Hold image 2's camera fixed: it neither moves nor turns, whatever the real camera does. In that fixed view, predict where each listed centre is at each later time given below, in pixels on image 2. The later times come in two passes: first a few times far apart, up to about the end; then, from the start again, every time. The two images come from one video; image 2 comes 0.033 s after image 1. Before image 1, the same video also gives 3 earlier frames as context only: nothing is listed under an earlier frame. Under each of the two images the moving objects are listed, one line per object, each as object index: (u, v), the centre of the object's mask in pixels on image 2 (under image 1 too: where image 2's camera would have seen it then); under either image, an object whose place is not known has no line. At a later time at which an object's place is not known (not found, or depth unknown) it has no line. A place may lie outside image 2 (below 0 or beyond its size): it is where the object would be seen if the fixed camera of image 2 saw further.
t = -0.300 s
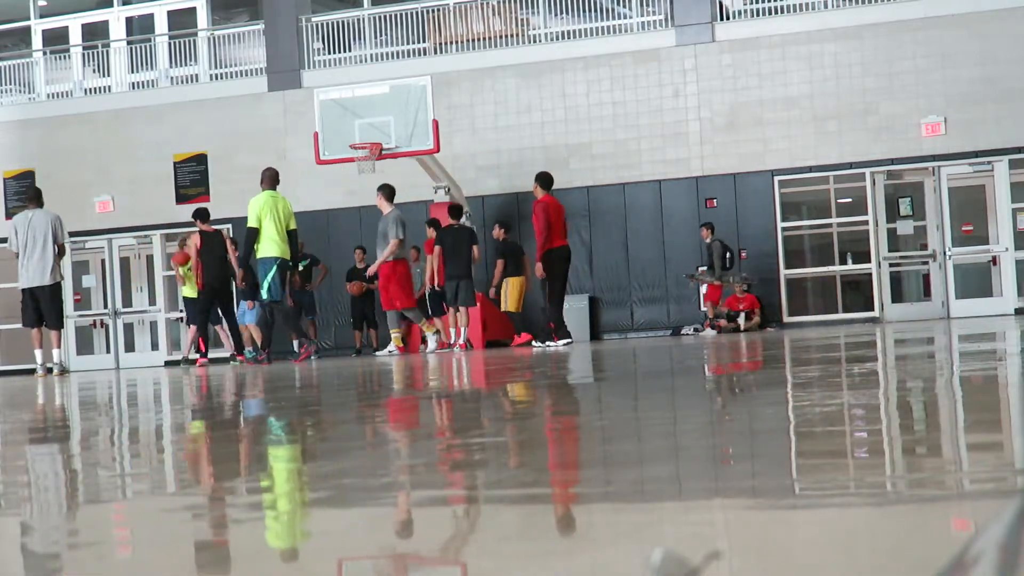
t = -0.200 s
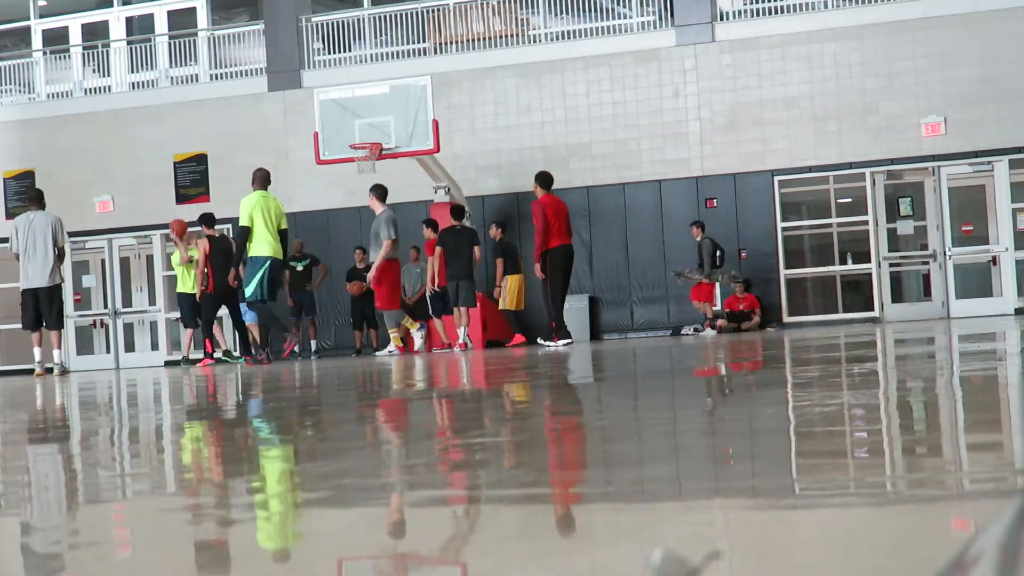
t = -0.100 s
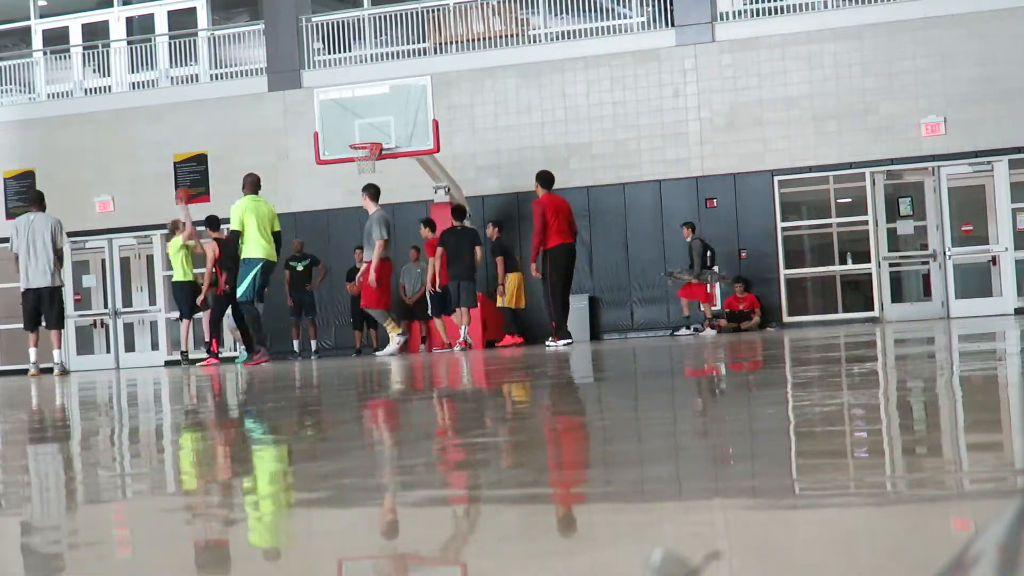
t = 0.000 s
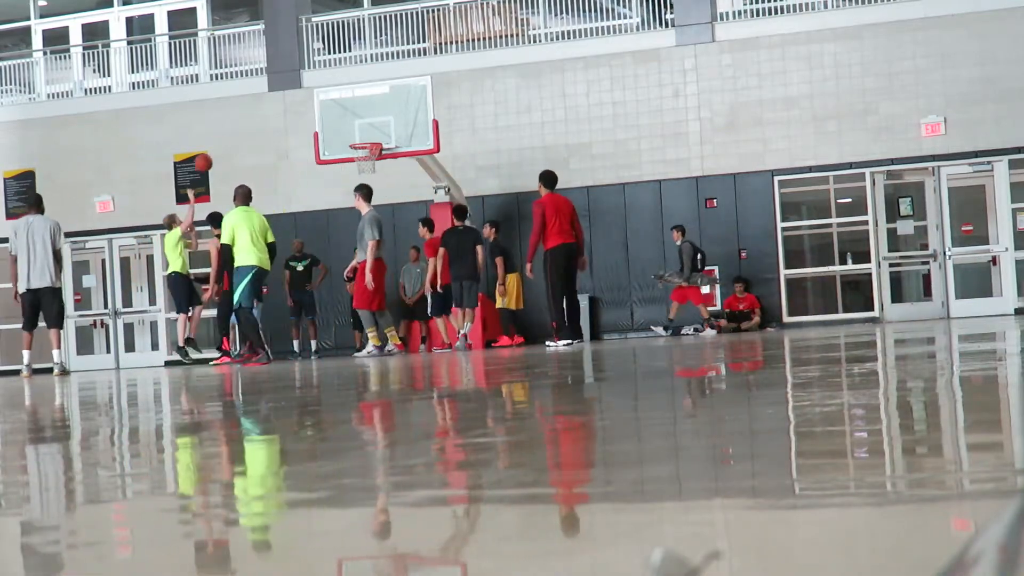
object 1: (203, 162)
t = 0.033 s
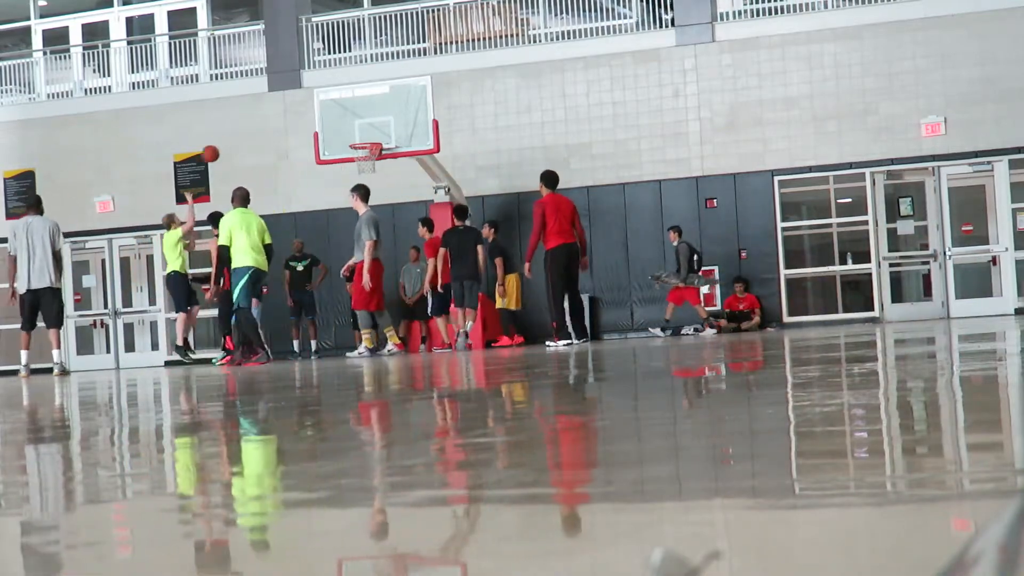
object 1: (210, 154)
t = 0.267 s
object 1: (258, 113)
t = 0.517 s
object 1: (308, 114)
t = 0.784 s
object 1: (338, 142)
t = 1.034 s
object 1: (303, 155)
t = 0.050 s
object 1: (213, 149)
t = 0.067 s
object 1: (217, 145)
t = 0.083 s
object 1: (220, 142)
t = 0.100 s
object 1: (224, 138)
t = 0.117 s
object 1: (227, 135)
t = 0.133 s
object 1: (231, 131)
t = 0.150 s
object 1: (234, 128)
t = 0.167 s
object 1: (237, 125)
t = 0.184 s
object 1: (241, 123)
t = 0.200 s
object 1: (244, 121)
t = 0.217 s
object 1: (247, 119)
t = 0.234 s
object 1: (251, 117)
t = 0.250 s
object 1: (254, 115)
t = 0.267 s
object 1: (258, 113)
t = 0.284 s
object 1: (261, 112)
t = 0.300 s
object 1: (264, 111)
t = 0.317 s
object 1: (268, 110)
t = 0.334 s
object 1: (271, 109)
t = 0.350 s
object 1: (275, 108)
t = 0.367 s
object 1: (278, 108)
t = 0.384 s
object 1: (281, 108)
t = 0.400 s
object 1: (285, 108)
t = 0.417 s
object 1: (288, 108)
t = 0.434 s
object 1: (291, 109)
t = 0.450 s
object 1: (294, 109)
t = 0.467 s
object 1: (298, 110)
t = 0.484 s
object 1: (301, 111)
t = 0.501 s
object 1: (305, 112)
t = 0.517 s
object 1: (308, 114)
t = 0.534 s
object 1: (311, 115)
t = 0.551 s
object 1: (315, 117)
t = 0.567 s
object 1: (318, 119)
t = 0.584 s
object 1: (321, 121)
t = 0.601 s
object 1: (324, 123)
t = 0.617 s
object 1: (328, 126)
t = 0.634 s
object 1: (331, 128)
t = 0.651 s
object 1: (334, 131)
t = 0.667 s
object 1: (338, 134)
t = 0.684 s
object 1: (341, 137)
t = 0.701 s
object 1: (344, 141)
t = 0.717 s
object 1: (345, 142)
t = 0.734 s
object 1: (343, 142)
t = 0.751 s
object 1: (341, 142)
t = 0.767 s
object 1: (339, 142)
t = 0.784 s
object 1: (338, 142)
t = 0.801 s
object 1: (336, 142)
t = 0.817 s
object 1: (334, 143)
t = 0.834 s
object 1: (332, 144)
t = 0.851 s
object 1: (331, 145)
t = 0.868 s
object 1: (329, 145)
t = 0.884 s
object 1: (326, 145)
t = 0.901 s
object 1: (324, 146)
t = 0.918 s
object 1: (322, 146)
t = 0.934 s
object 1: (319, 147)
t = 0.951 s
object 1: (316, 148)
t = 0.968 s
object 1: (313, 149)
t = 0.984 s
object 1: (311, 151)
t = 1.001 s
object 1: (308, 152)
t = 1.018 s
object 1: (306, 154)
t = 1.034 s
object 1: (303, 155)
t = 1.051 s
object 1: (301, 158)
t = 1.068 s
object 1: (298, 160)
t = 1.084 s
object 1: (296, 162)
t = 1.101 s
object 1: (293, 165)
